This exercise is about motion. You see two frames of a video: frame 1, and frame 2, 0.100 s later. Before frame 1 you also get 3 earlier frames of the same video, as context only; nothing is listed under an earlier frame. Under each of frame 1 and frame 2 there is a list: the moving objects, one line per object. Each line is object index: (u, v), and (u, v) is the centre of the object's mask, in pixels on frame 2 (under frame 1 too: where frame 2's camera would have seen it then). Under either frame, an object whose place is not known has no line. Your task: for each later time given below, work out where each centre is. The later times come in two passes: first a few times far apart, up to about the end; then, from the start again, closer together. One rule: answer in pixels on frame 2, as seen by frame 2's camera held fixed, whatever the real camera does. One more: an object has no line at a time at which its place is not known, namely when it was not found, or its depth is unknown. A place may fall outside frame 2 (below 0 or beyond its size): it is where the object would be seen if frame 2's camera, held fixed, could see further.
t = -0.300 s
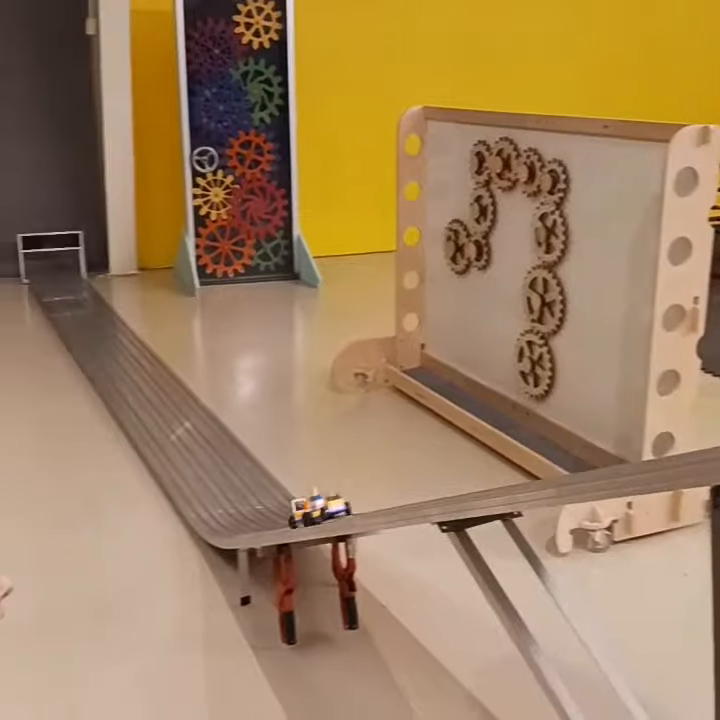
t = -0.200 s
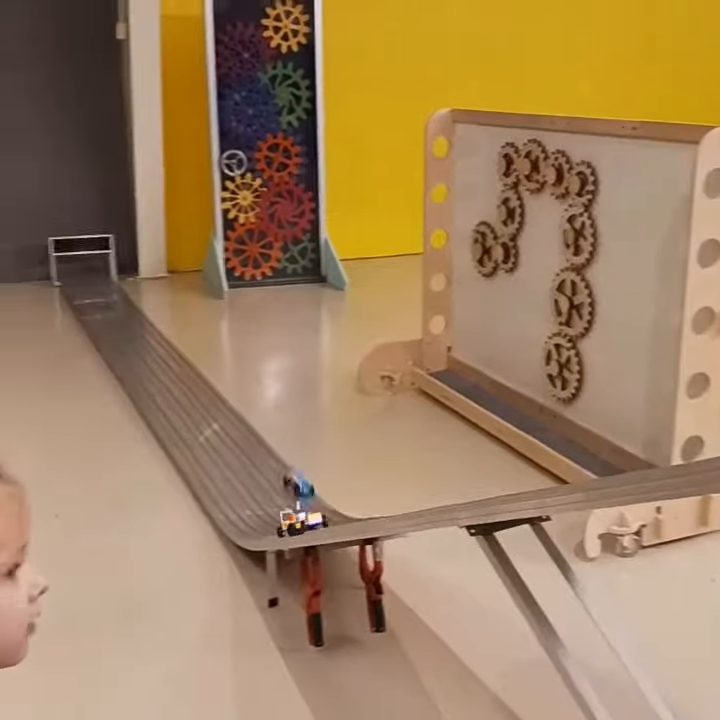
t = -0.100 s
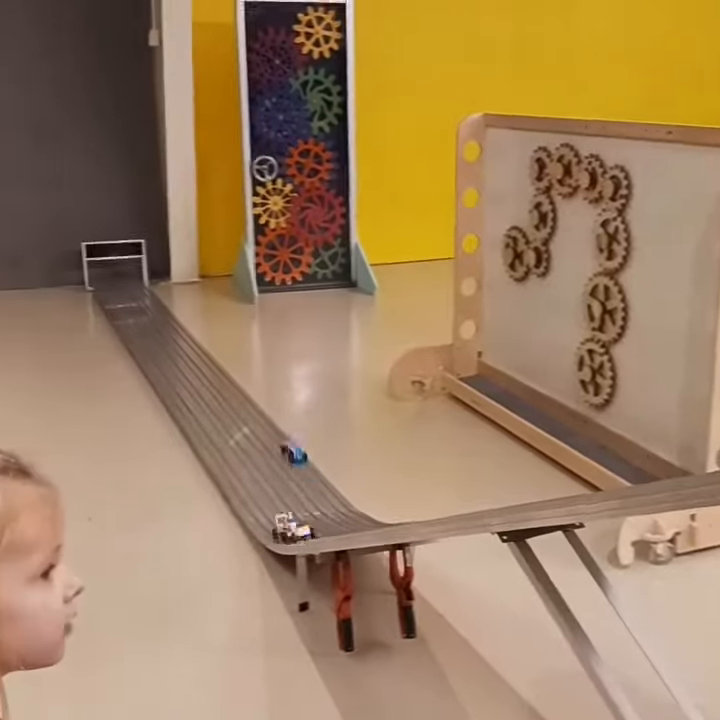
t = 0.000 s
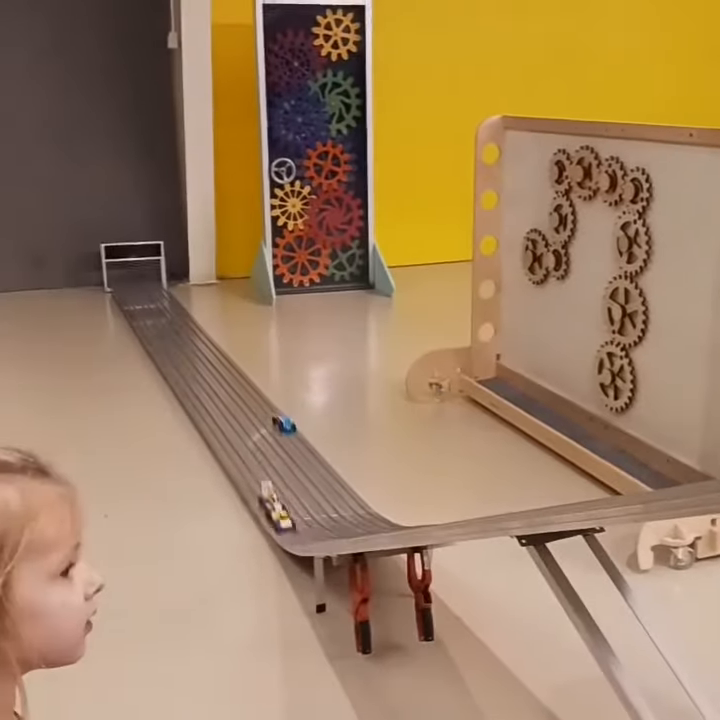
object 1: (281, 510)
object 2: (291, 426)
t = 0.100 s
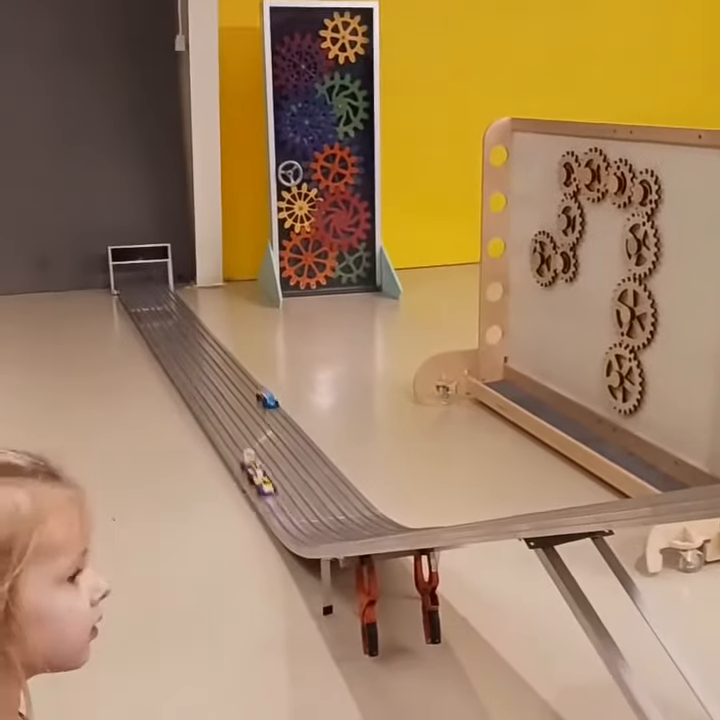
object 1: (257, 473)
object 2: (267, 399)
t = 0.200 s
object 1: (233, 442)
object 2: (247, 379)
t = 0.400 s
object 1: (200, 396)
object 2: (217, 344)
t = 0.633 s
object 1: (173, 358)
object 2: (192, 316)
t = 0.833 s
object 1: (158, 334)
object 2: (175, 295)
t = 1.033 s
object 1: (145, 314)
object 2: (163, 280)
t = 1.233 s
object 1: (135, 301)
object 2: (158, 276)
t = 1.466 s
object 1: (124, 285)
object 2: (159, 277)
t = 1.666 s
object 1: (120, 281)
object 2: (158, 277)
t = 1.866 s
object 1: (121, 283)
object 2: (158, 277)
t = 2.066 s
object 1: (122, 284)
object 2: (158, 278)
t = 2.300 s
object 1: (122, 284)
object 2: (157, 277)
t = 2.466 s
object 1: (122, 284)
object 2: (157, 277)
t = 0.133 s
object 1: (249, 464)
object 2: (260, 392)
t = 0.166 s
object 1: (239, 453)
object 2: (253, 386)
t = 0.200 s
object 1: (233, 442)
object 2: (247, 379)
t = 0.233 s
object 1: (226, 434)
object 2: (242, 372)
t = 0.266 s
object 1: (221, 426)
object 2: (236, 366)
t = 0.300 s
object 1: (215, 417)
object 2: (231, 360)
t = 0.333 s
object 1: (210, 410)
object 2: (227, 355)
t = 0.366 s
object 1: (206, 403)
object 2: (222, 349)
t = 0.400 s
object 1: (200, 396)
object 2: (217, 344)
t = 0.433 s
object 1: (196, 391)
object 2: (212, 340)
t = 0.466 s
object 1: (192, 384)
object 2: (208, 334)
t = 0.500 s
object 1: (188, 378)
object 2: (205, 331)
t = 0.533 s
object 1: (184, 373)
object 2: (201, 327)
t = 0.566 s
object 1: (180, 368)
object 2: (198, 324)
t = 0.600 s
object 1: (176, 363)
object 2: (194, 320)
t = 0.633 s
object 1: (173, 358)
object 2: (192, 316)
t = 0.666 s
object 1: (170, 354)
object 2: (188, 313)
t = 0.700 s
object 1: (167, 349)
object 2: (186, 309)
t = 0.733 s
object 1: (164, 345)
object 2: (183, 307)
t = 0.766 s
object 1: (162, 341)
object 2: (180, 303)
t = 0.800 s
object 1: (160, 337)
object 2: (178, 299)
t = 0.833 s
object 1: (158, 334)
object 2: (175, 295)
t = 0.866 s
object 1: (155, 330)
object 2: (173, 294)
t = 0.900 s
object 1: (154, 327)
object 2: (171, 291)
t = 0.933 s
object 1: (151, 323)
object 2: (169, 289)
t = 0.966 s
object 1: (149, 320)
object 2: (166, 286)
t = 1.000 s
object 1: (147, 318)
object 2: (165, 282)
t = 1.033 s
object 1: (145, 314)
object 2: (163, 280)
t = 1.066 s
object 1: (144, 312)
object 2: (161, 278)
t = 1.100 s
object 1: (141, 309)
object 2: (159, 277)
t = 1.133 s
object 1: (140, 307)
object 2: (158, 276)
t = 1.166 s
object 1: (138, 305)
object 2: (158, 276)
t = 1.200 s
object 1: (136, 303)
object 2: (158, 276)
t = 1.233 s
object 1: (135, 301)
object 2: (158, 276)
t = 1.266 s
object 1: (133, 299)
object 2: (158, 276)
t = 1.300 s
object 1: (132, 296)
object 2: (158, 276)
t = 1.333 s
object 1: (130, 294)
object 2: (158, 277)
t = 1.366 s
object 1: (129, 292)
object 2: (158, 276)
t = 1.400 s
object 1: (127, 290)
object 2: (158, 276)
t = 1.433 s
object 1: (126, 287)
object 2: (158, 276)
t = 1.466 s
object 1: (124, 285)
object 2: (159, 277)
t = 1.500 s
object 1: (123, 285)
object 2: (158, 277)
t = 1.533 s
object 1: (122, 283)
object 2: (159, 277)
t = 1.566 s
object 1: (121, 283)
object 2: (158, 277)
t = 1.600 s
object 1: (120, 282)
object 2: (158, 277)
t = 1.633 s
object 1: (120, 282)
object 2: (158, 277)
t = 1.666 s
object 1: (120, 281)
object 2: (158, 277)
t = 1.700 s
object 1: (121, 281)
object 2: (158, 277)
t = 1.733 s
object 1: (121, 281)
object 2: (158, 277)
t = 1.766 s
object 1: (122, 282)
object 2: (158, 277)
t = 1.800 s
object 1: (121, 283)
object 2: (158, 277)
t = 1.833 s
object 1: (121, 282)
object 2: (158, 277)
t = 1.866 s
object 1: (121, 283)
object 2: (158, 277)
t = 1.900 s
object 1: (121, 282)
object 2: (158, 277)
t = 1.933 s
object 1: (122, 283)
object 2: (158, 277)
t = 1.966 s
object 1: (122, 284)
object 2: (158, 277)
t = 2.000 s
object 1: (122, 283)
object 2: (158, 277)
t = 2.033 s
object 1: (122, 284)
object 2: (158, 278)
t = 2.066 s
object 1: (122, 284)
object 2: (158, 278)
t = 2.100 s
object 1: (122, 284)
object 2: (158, 278)
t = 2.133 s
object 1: (123, 283)
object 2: (158, 278)
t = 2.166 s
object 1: (123, 284)
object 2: (157, 278)
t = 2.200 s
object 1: (124, 284)
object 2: (158, 278)
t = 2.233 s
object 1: (123, 284)
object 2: (157, 278)
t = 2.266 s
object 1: (123, 284)
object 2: (157, 278)
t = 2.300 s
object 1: (122, 284)
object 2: (157, 277)
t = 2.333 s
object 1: (122, 284)
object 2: (157, 278)
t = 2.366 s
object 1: (122, 284)
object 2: (158, 278)
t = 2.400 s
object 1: (122, 284)
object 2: (157, 277)
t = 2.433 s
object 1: (122, 284)
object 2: (157, 277)
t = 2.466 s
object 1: (122, 284)
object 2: (157, 277)
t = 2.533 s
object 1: (122, 284)
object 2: (157, 277)
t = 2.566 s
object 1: (122, 283)
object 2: (157, 277)
